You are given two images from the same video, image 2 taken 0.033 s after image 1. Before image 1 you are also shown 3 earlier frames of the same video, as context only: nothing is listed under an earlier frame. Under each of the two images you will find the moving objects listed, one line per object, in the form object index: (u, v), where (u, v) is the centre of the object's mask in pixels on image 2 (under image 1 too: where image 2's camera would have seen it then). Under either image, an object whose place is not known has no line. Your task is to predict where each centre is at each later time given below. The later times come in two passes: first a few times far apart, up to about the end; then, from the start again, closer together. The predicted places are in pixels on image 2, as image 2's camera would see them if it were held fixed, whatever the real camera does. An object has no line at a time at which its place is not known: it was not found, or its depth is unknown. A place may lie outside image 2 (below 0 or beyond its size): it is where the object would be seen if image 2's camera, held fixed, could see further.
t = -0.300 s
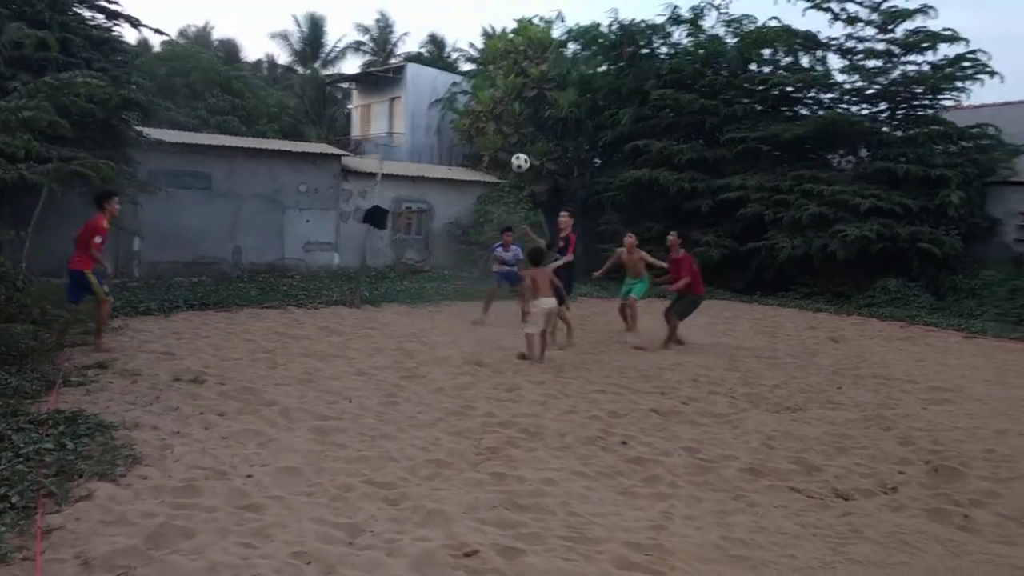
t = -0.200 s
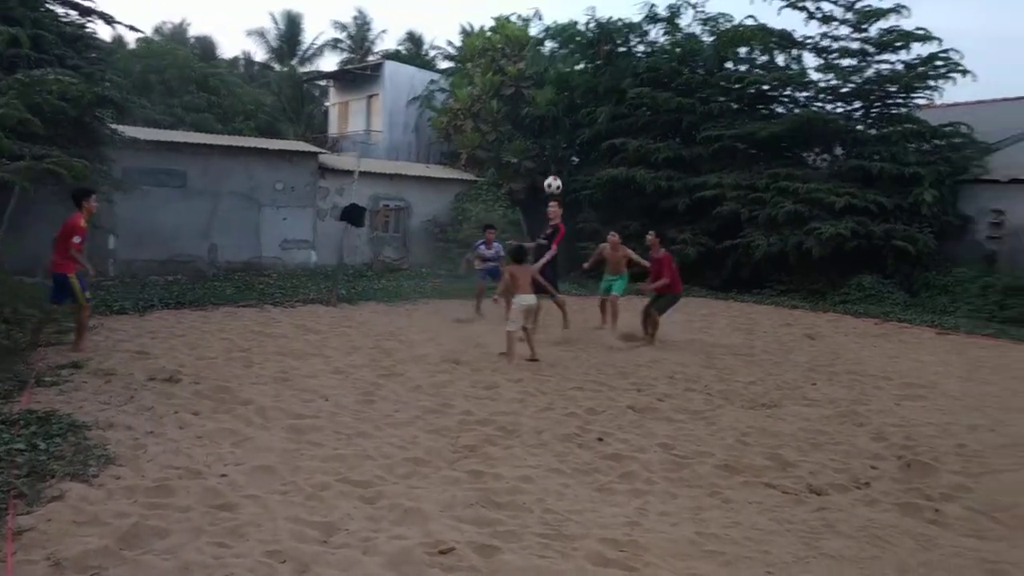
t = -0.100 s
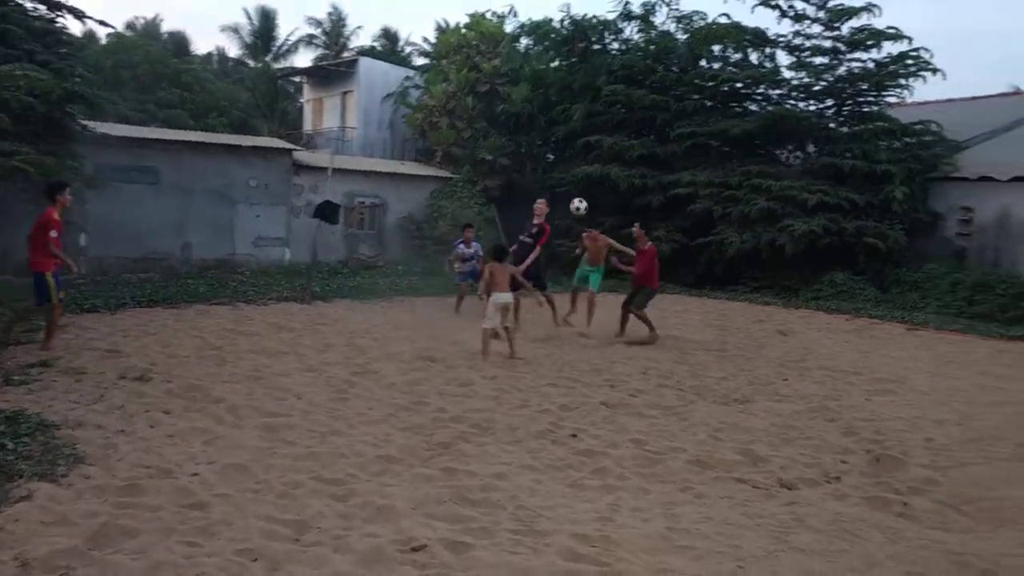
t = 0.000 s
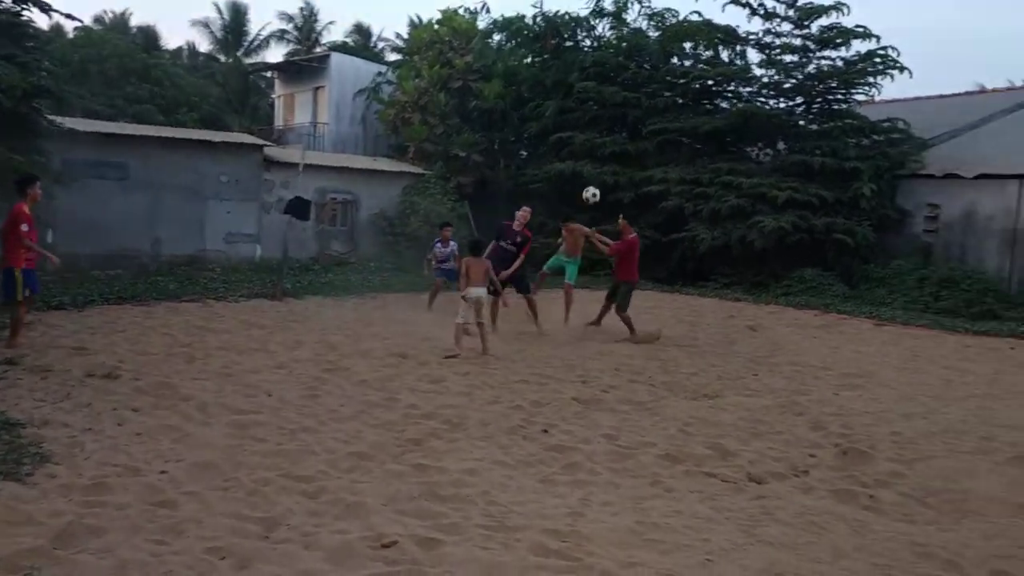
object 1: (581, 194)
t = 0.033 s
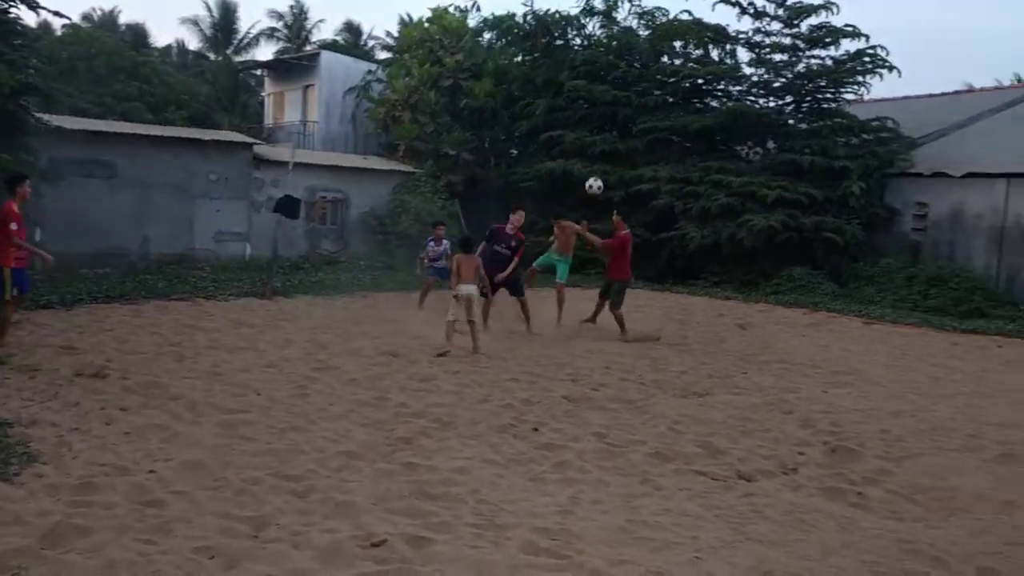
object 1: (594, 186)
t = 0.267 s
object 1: (683, 156)
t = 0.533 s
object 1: (789, 178)
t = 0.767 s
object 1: (885, 253)
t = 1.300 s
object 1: (1060, 294)
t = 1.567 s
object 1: (1132, 317)
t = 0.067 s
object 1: (606, 179)
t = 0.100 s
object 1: (618, 173)
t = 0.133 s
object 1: (631, 168)
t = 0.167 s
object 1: (644, 163)
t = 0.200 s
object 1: (657, 161)
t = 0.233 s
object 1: (669, 158)
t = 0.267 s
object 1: (683, 156)
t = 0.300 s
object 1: (696, 155)
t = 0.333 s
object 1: (709, 156)
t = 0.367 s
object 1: (722, 157)
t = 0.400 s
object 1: (735, 159)
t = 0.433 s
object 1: (749, 162)
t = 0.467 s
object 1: (763, 166)
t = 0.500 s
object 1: (776, 171)
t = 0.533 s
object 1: (789, 178)
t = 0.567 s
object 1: (803, 185)
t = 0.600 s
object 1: (817, 193)
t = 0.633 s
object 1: (831, 202)
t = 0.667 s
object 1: (845, 214)
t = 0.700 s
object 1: (859, 226)
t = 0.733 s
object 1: (872, 238)
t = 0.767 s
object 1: (885, 253)
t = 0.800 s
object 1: (899, 268)
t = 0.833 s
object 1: (912, 284)
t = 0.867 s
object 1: (926, 302)
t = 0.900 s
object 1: (940, 320)
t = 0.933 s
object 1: (954, 339)
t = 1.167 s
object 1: (1024, 309)
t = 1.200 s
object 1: (1032, 304)
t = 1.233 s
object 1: (1041, 300)
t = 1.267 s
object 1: (1050, 296)
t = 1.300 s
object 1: (1060, 294)
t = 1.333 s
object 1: (1069, 294)
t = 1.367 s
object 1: (1079, 293)
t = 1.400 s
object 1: (1088, 294)
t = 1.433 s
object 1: (1097, 296)
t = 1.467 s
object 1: (1106, 300)
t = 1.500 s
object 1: (1116, 305)
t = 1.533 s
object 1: (1123, 310)
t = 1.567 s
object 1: (1132, 317)
